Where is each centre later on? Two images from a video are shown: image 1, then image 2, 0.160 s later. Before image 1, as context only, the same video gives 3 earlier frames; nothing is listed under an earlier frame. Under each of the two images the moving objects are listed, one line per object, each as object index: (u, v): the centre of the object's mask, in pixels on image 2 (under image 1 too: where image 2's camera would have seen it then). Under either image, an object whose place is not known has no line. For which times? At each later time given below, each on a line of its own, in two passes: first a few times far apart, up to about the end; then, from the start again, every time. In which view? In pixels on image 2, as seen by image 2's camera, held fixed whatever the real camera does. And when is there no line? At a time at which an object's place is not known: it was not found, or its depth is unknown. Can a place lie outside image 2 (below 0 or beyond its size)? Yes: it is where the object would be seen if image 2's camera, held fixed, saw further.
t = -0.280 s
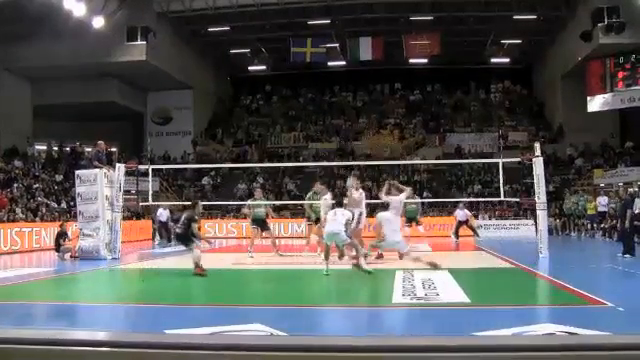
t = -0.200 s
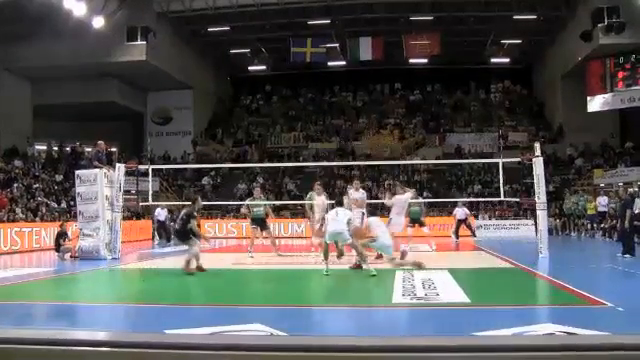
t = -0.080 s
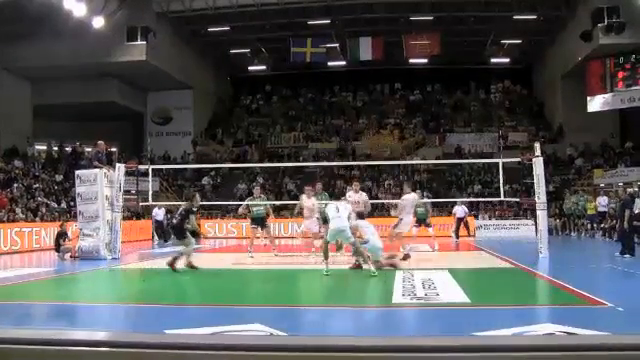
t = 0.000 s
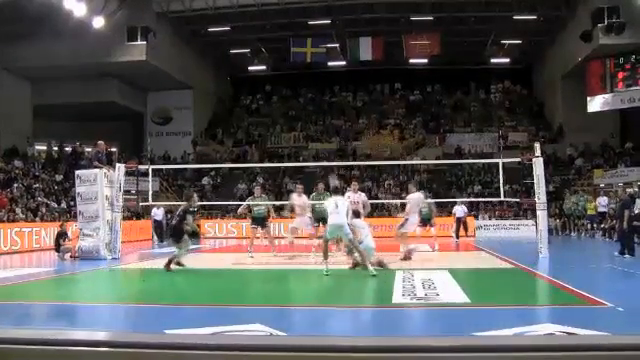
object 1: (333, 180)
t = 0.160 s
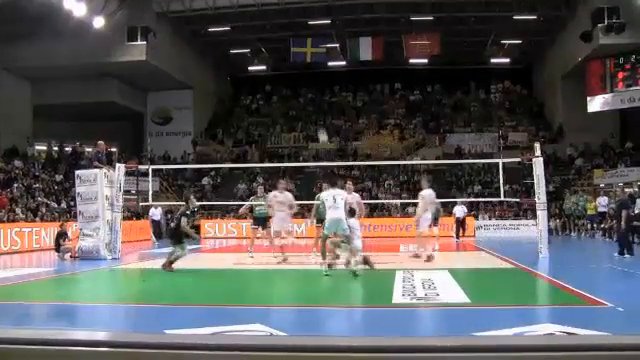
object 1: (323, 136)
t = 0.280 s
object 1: (315, 111)
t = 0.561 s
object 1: (300, 79)
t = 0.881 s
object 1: (284, 83)
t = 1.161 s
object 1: (271, 121)
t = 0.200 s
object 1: (320, 128)
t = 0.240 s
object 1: (318, 119)
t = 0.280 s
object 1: (315, 111)
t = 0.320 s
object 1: (313, 104)
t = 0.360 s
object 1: (311, 98)
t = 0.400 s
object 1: (309, 93)
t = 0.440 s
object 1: (306, 89)
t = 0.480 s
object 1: (304, 85)
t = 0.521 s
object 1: (302, 81)
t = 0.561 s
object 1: (300, 79)
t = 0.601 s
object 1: (298, 77)
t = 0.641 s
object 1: (296, 76)
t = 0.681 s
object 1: (294, 76)
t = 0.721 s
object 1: (292, 76)
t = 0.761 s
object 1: (290, 77)
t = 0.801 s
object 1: (288, 78)
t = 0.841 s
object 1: (286, 81)
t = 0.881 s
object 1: (284, 83)
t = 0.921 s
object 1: (282, 87)
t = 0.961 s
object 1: (280, 91)
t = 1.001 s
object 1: (278, 96)
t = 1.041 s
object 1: (276, 101)
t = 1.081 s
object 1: (275, 107)
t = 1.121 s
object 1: (273, 113)
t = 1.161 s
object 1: (271, 121)
